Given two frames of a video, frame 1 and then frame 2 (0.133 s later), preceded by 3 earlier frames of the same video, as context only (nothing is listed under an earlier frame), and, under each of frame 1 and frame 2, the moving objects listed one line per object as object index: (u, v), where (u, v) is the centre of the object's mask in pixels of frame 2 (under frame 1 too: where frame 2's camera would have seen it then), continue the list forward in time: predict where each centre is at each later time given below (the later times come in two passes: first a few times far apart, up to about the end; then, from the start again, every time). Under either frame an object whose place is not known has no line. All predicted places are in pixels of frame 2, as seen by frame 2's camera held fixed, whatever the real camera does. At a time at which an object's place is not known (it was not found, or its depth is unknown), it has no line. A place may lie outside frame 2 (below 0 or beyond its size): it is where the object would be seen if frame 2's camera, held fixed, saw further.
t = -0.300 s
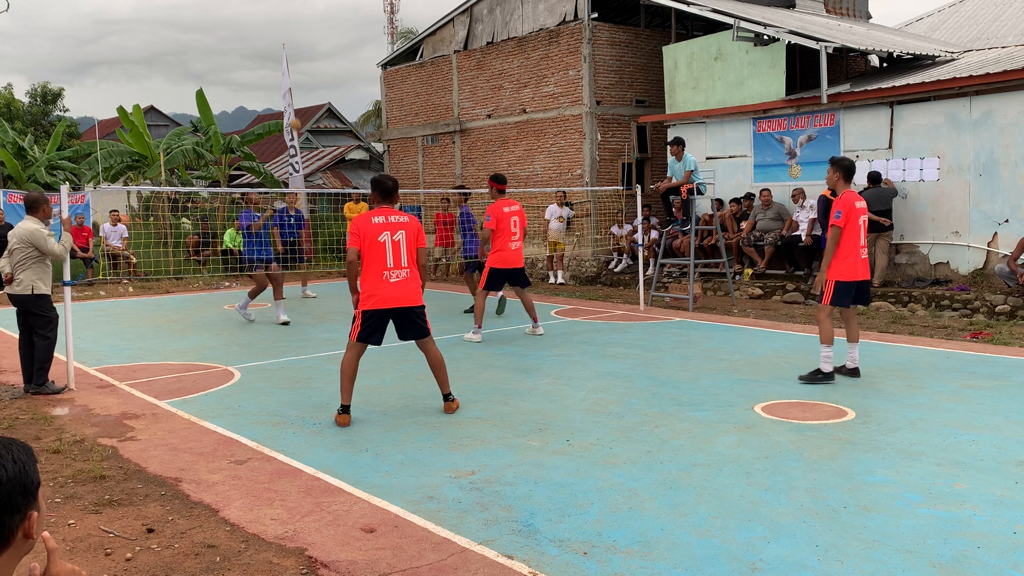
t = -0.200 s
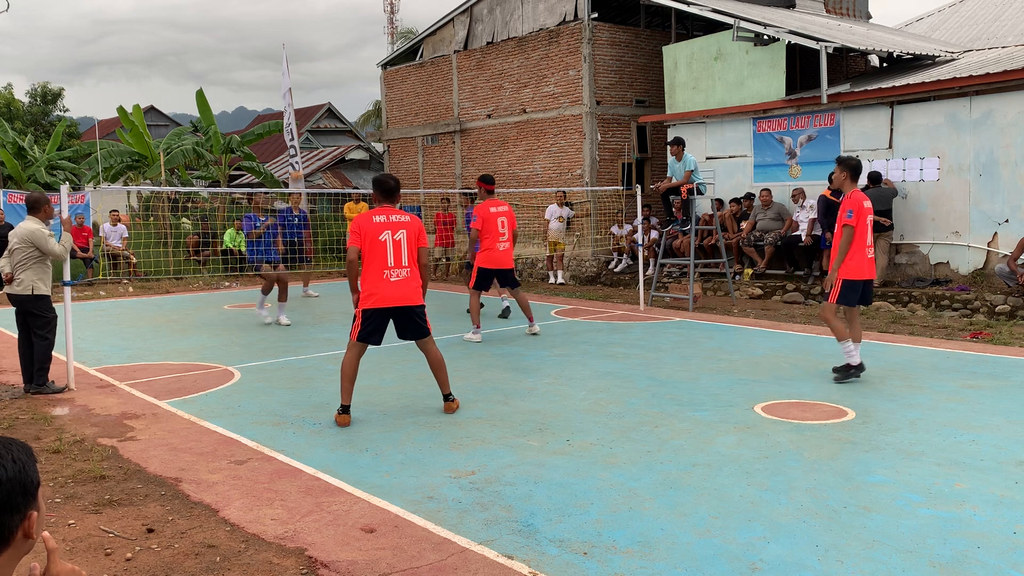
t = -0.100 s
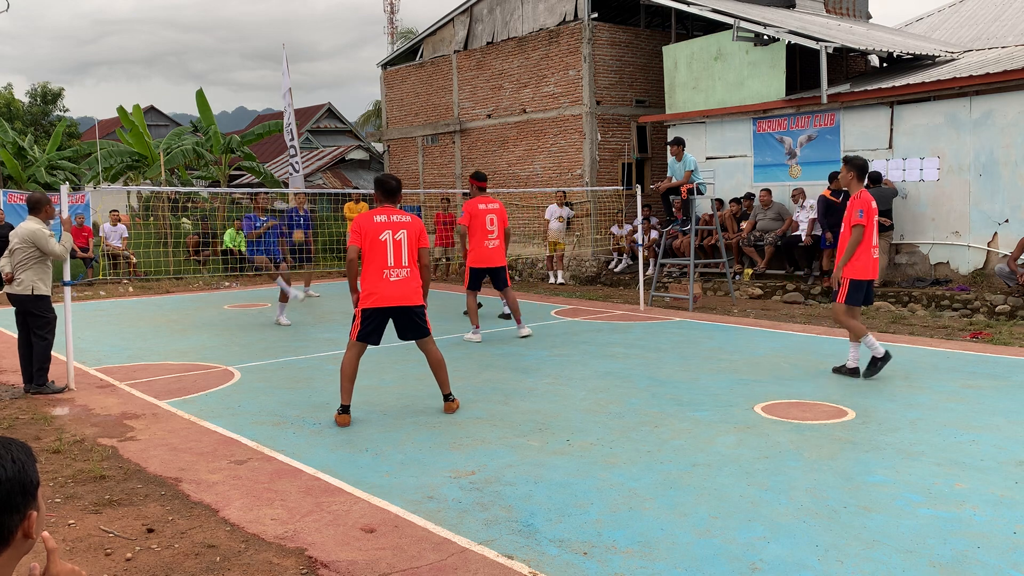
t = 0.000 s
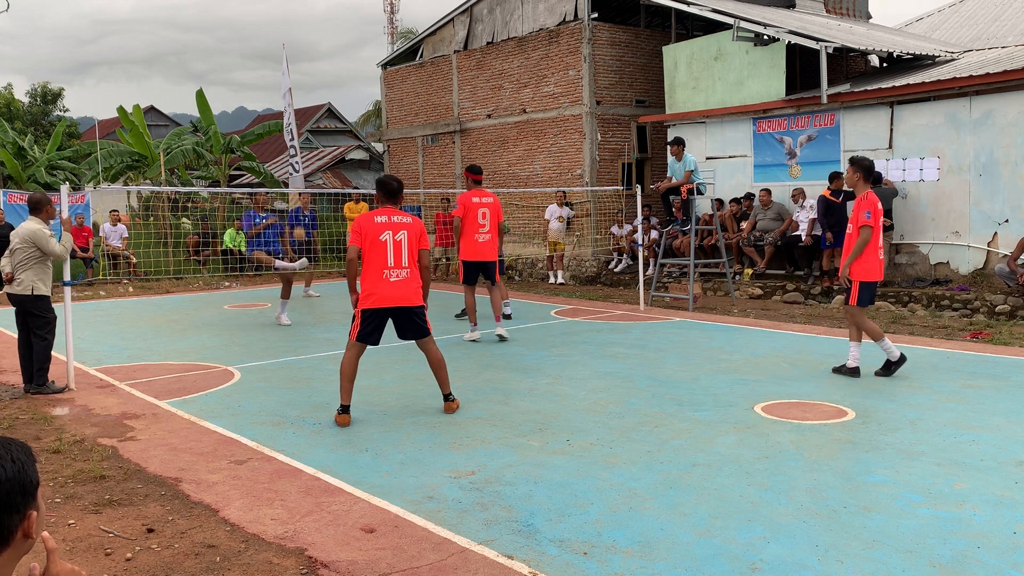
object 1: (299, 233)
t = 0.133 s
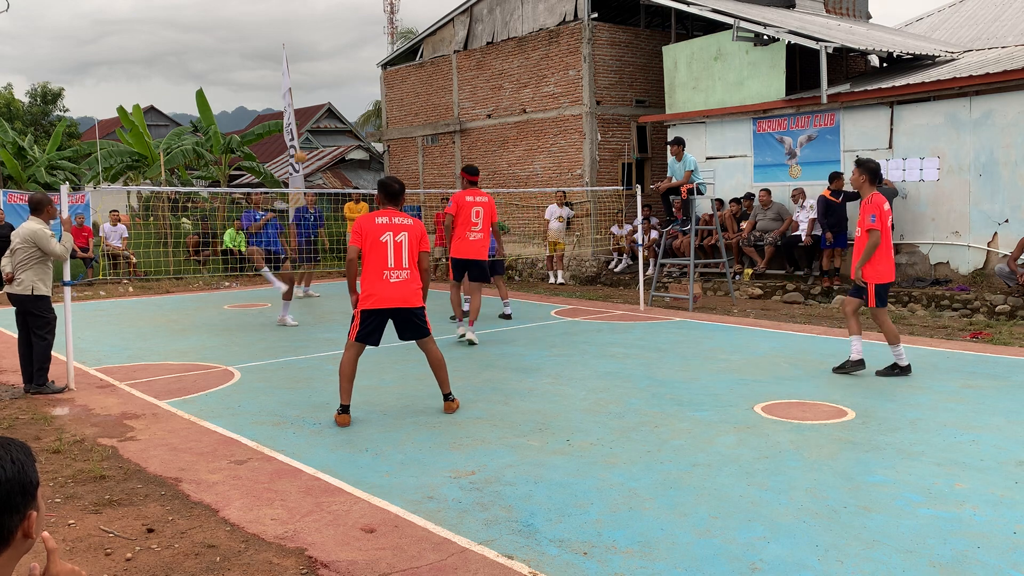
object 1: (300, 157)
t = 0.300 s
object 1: (302, 82)
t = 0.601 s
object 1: (309, 9)
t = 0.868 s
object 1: (318, 15)
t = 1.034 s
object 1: (325, 54)
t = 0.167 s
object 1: (301, 139)
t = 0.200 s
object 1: (301, 123)
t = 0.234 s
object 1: (301, 110)
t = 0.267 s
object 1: (301, 96)
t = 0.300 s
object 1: (302, 82)
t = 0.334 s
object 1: (302, 70)
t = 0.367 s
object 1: (303, 59)
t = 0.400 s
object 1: (304, 49)
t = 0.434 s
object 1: (304, 40)
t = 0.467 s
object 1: (305, 32)
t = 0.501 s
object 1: (306, 25)
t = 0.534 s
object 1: (307, 19)
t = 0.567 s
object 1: (308, 14)
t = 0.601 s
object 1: (309, 9)
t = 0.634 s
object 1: (310, 6)
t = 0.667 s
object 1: (311, 5)
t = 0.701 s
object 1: (312, 5)
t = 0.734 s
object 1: (313, 5)
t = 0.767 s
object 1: (314, 5)
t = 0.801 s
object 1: (315, 7)
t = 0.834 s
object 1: (317, 11)
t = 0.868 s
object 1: (318, 15)
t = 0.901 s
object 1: (319, 21)
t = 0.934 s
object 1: (321, 28)
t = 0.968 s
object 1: (322, 35)
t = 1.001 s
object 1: (324, 44)
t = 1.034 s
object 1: (325, 54)
